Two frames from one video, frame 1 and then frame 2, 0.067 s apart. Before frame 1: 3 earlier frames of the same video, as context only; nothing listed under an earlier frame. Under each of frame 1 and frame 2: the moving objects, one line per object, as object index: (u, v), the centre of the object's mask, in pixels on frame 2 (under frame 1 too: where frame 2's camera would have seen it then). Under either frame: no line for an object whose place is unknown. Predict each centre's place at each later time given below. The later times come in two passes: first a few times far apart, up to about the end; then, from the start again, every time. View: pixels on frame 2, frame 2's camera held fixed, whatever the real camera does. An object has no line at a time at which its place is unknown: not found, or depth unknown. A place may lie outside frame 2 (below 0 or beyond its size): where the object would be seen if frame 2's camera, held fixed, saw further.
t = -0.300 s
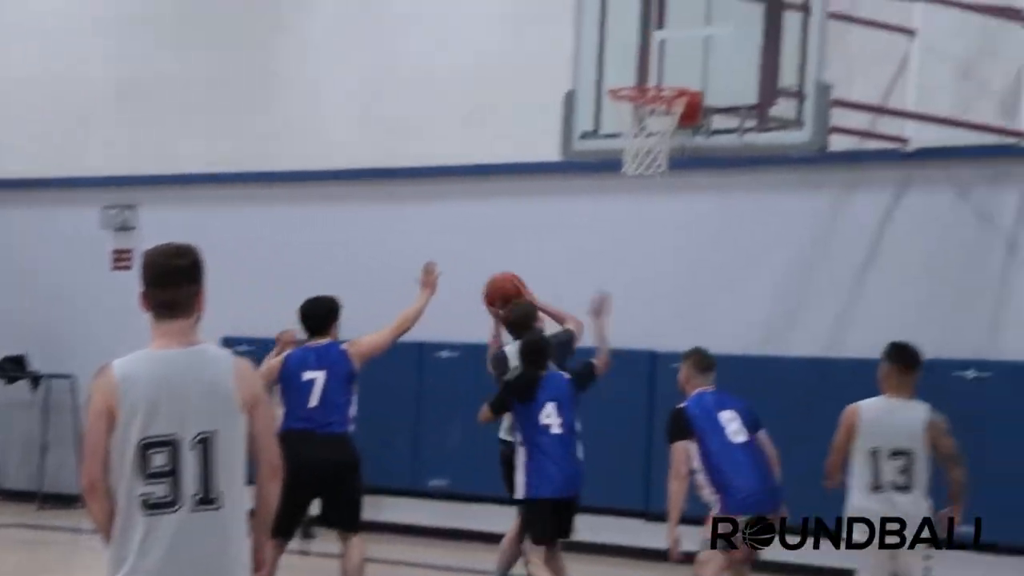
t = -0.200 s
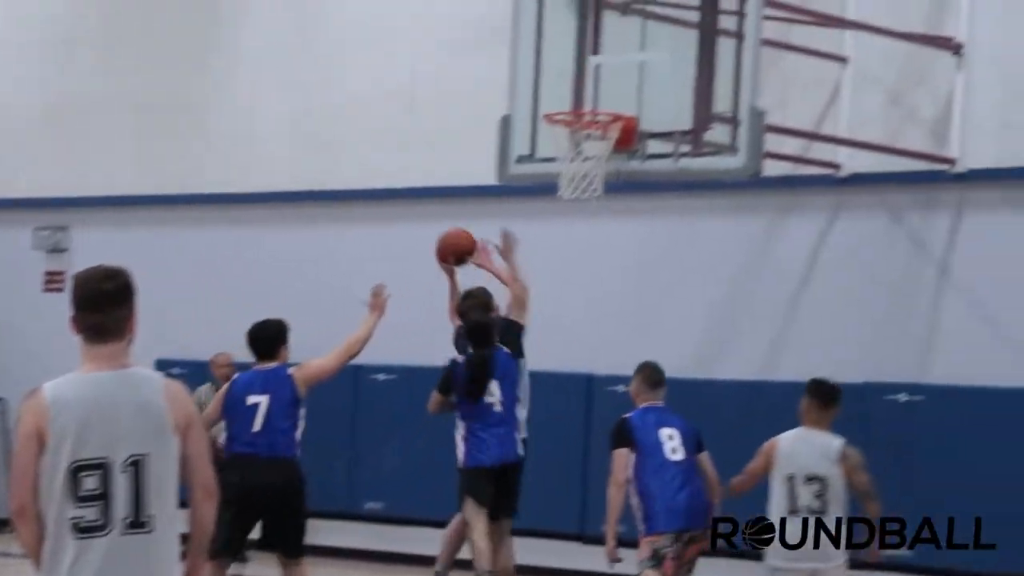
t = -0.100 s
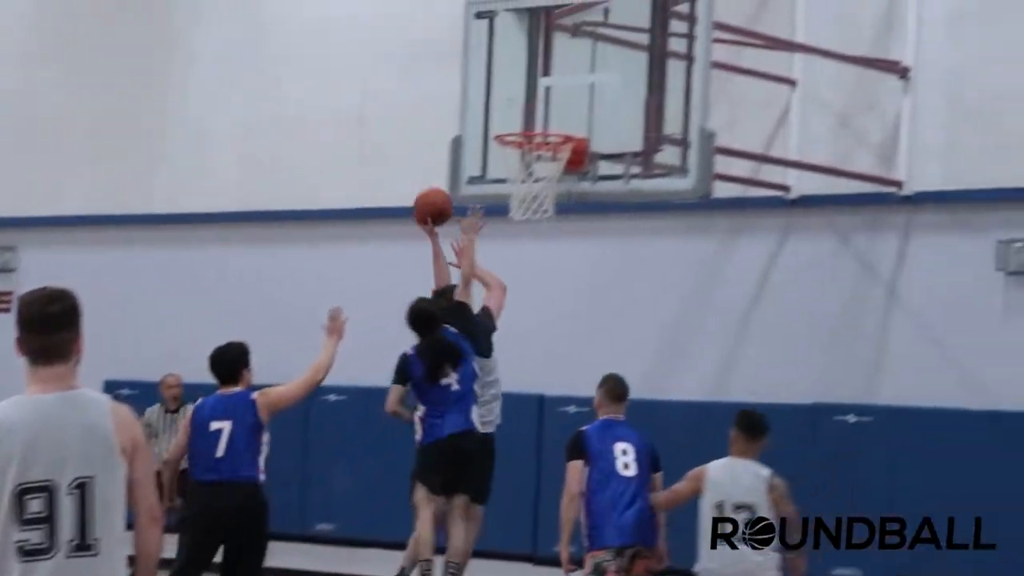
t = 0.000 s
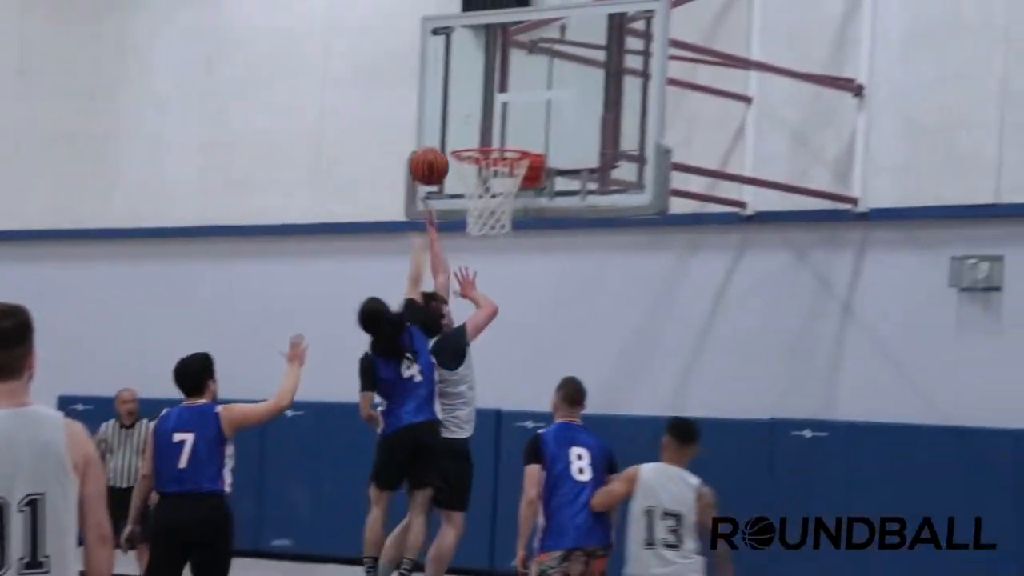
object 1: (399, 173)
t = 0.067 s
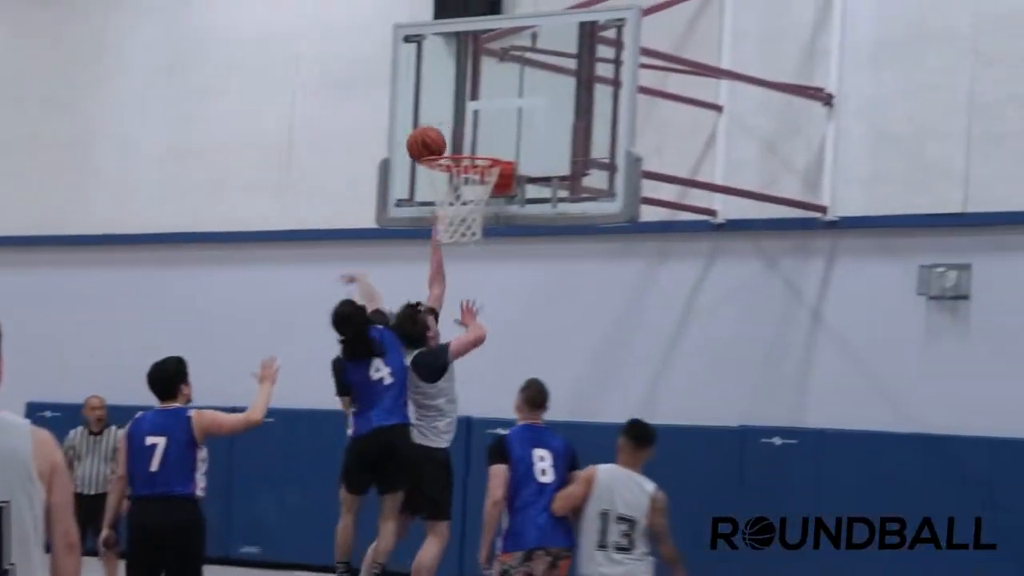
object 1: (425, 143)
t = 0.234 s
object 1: (452, 114)
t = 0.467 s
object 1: (442, 143)
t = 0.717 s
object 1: (452, 180)
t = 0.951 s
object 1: (436, 215)
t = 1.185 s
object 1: (448, 292)
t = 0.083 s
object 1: (433, 138)
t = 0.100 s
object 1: (439, 134)
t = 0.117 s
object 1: (445, 129)
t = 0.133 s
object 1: (452, 124)
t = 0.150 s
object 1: (456, 121)
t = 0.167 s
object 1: (455, 119)
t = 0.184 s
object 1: (455, 117)
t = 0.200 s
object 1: (454, 115)
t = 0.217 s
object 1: (453, 114)
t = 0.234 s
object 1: (452, 114)
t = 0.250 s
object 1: (452, 113)
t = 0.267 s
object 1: (451, 114)
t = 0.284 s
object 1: (449, 114)
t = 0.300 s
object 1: (449, 115)
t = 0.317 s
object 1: (448, 116)
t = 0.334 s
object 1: (447, 119)
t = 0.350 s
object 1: (446, 121)
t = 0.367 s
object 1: (445, 124)
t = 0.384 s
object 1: (444, 127)
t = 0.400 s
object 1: (444, 131)
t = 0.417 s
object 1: (443, 136)
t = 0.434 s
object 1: (442, 139)
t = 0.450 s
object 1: (441, 142)
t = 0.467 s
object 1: (442, 143)
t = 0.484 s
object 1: (446, 143)
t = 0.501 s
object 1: (450, 144)
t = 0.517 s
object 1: (454, 144)
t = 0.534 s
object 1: (458, 144)
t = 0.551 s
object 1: (462, 145)
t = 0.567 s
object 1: (466, 146)
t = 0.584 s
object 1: (469, 148)
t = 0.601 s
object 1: (475, 149)
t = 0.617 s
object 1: (479, 151)
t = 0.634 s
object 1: (477, 151)
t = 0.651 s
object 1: (474, 152)
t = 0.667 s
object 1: (470, 152)
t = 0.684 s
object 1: (467, 153)
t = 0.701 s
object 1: (461, 177)
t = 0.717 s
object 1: (452, 180)
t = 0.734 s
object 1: (453, 179)
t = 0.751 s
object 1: (451, 182)
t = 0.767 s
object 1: (447, 187)
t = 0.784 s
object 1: (444, 192)
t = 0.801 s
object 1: (441, 196)
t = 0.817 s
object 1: (439, 200)
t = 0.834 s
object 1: (438, 203)
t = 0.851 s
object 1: (436, 205)
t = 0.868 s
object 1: (434, 207)
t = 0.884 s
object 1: (435, 208)
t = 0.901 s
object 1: (435, 210)
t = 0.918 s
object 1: (434, 212)
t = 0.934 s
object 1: (435, 214)
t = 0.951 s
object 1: (436, 215)
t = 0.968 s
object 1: (436, 216)
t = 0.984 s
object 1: (438, 221)
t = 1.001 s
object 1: (438, 225)
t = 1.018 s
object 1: (440, 228)
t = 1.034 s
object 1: (442, 233)
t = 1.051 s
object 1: (442, 241)
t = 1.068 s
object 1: (443, 245)
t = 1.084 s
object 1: (444, 250)
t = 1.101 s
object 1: (445, 255)
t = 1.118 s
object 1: (446, 261)
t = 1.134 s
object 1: (446, 268)
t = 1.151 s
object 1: (447, 276)
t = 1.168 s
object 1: (448, 284)
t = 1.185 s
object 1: (448, 292)
